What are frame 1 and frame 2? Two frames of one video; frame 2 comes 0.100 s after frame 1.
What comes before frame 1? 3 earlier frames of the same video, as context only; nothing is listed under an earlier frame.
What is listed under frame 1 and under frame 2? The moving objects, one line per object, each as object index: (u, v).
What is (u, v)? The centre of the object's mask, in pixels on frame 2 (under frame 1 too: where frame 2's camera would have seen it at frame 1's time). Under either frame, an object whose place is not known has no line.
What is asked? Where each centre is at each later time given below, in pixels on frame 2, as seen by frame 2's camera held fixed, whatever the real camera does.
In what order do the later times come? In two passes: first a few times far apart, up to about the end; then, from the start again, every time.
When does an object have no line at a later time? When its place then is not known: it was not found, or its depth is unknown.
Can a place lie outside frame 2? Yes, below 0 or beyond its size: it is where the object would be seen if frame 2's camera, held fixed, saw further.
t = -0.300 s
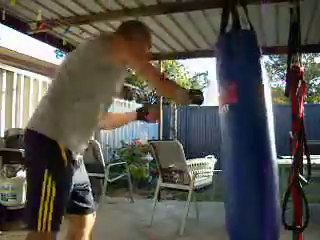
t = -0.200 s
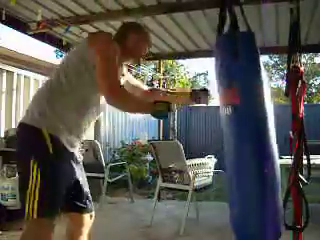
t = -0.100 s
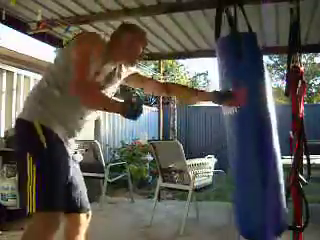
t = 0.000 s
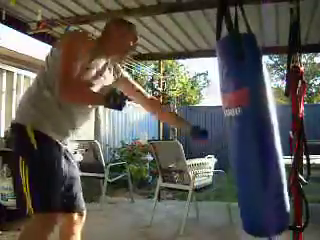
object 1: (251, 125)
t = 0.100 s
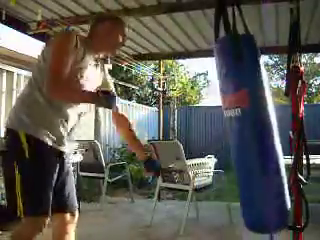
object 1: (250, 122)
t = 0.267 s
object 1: (246, 120)
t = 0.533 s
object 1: (234, 121)
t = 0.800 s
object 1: (217, 126)
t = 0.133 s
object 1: (250, 121)
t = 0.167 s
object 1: (249, 121)
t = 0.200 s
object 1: (248, 120)
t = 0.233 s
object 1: (248, 120)
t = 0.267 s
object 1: (246, 120)
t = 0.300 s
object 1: (245, 120)
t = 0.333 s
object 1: (244, 119)
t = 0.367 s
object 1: (242, 120)
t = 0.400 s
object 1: (241, 120)
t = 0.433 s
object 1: (239, 120)
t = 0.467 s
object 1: (237, 119)
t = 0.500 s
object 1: (236, 120)
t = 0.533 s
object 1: (234, 121)
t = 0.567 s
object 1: (232, 121)
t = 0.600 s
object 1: (230, 122)
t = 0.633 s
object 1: (228, 123)
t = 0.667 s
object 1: (226, 123)
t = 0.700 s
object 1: (224, 124)
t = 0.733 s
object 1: (222, 125)
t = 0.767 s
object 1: (219, 125)
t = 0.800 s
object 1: (217, 126)
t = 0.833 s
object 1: (215, 127)
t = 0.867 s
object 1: (213, 127)
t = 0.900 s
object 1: (210, 128)
